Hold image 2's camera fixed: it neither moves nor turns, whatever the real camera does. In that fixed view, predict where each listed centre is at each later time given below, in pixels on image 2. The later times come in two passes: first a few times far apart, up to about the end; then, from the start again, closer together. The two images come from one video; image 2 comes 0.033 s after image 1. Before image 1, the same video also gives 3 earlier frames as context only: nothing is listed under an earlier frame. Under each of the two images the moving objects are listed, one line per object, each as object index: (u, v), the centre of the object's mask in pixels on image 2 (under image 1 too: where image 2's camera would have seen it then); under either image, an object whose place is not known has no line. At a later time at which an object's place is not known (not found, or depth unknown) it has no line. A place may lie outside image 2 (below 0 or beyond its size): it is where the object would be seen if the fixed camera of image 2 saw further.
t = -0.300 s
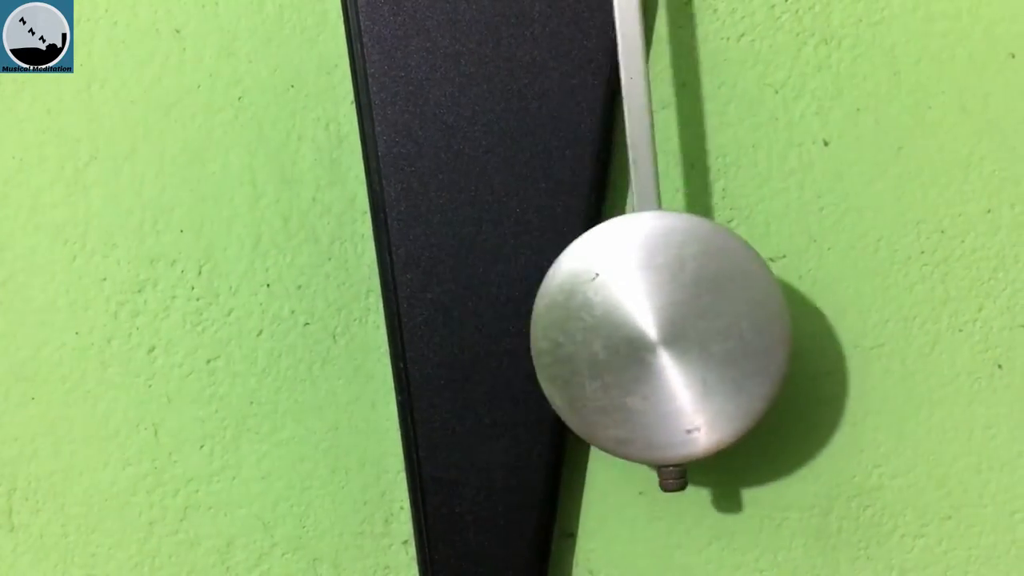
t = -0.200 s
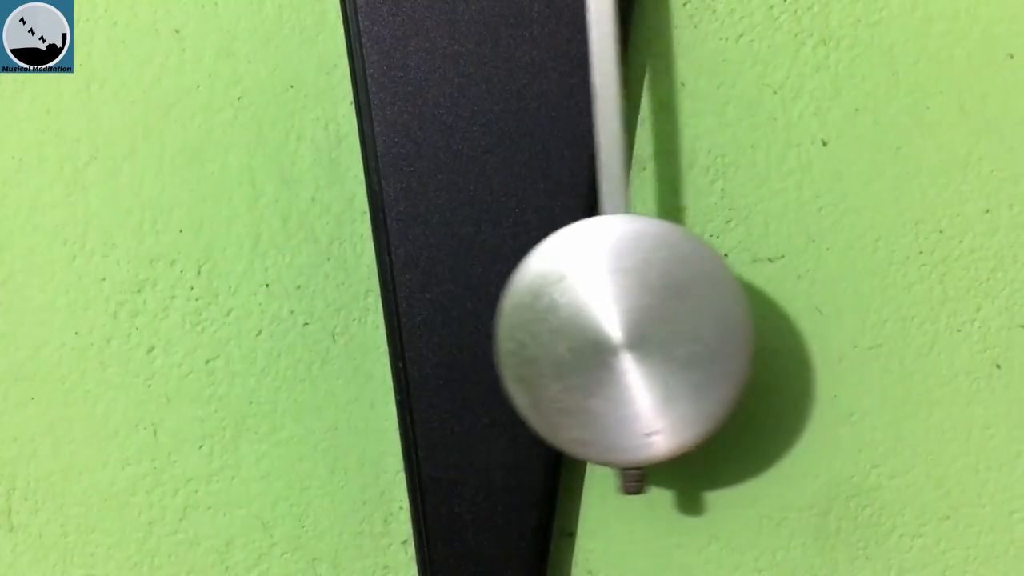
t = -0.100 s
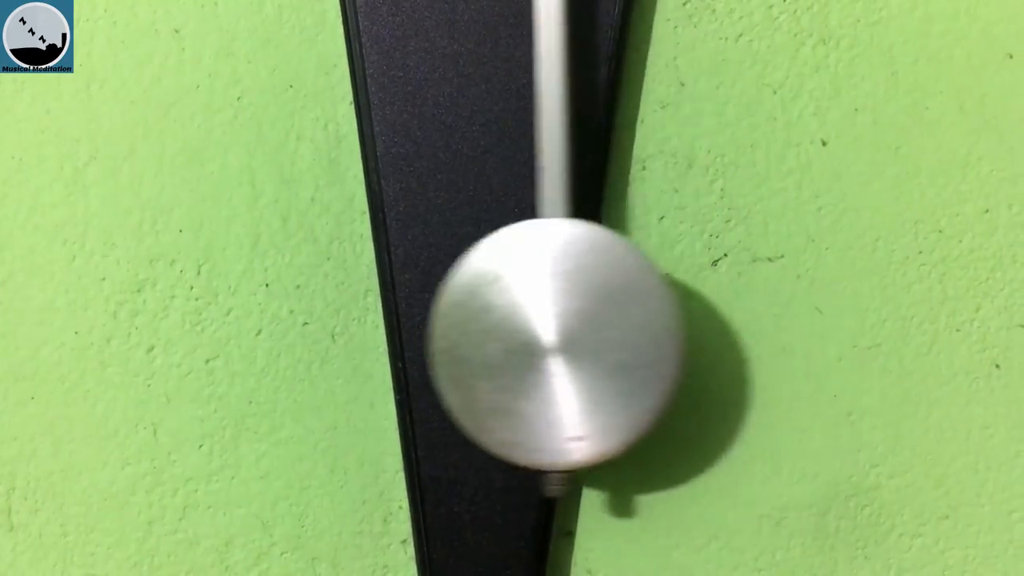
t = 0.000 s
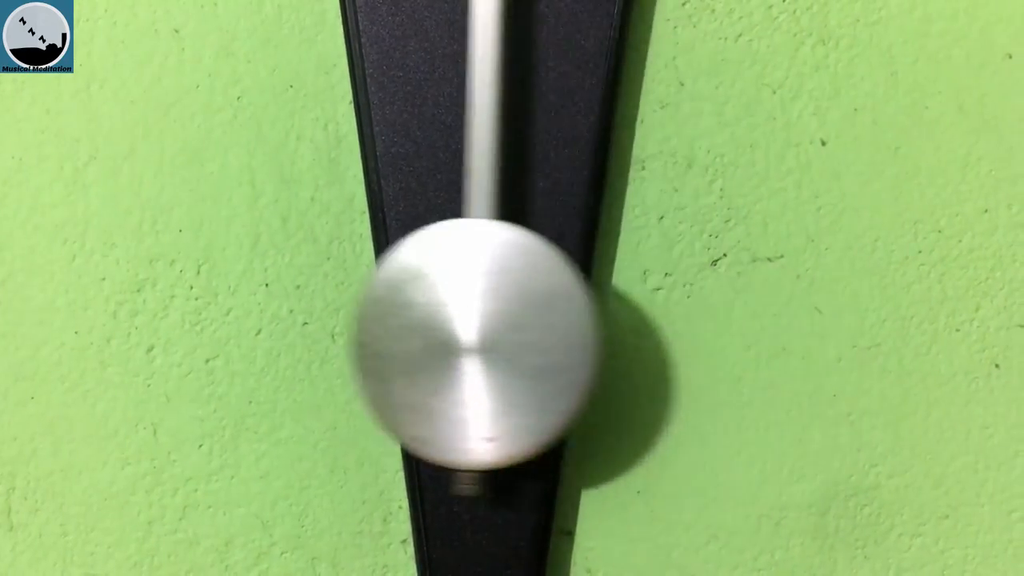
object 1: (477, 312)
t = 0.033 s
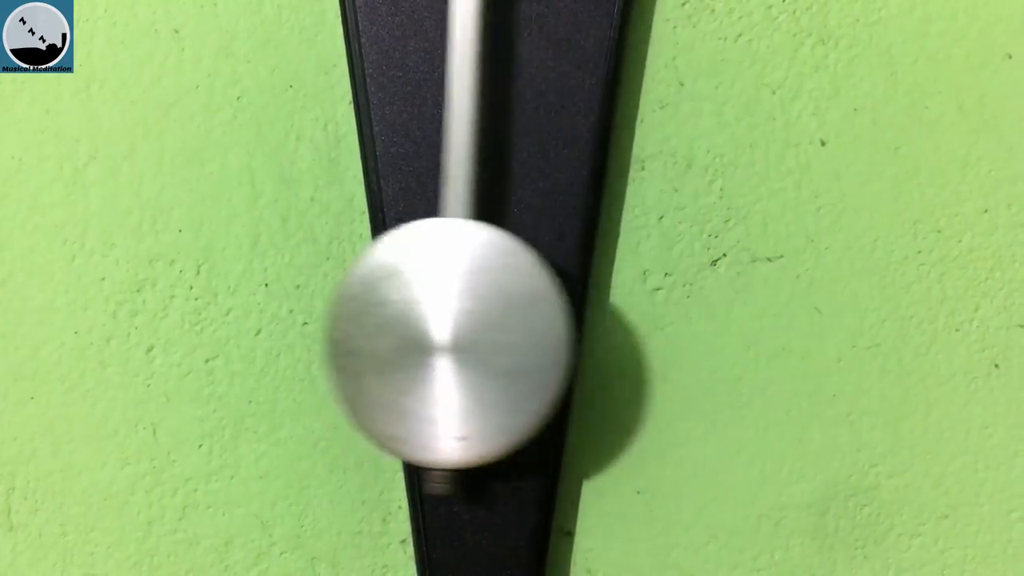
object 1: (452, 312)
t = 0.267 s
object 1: (352, 313)
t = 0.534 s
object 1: (485, 315)
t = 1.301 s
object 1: (389, 312)
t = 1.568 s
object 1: (386, 314)
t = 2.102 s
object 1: (639, 315)
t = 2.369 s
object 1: (463, 315)
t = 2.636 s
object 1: (361, 315)
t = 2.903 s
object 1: (507, 317)
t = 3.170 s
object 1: (649, 319)
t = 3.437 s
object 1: (539, 318)
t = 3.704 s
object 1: (369, 316)
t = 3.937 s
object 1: (406, 319)
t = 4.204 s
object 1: (596, 318)
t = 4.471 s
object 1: (624, 318)
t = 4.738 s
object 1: (445, 317)
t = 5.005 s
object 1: (367, 320)
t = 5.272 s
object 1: (525, 322)
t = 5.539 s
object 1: (646, 320)
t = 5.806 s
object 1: (520, 322)
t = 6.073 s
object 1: (367, 321)
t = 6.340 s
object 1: (445, 322)
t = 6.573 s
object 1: (605, 319)
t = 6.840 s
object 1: (612, 318)
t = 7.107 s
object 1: (440, 317)
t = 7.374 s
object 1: (376, 320)
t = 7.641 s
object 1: (531, 319)
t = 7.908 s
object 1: (634, 317)
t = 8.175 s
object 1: (511, 317)
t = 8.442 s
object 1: (376, 319)
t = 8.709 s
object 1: (463, 316)
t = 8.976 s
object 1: (617, 317)
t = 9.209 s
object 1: (596, 318)
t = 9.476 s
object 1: (428, 321)
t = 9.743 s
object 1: (386, 321)
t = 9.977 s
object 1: (520, 320)
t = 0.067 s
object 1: (428, 310)
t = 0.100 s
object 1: (406, 311)
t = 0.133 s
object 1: (387, 311)
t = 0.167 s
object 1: (372, 311)
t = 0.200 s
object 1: (361, 312)
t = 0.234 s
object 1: (354, 313)
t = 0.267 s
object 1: (352, 313)
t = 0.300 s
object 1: (355, 313)
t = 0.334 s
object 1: (363, 314)
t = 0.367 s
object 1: (375, 314)
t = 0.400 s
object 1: (392, 315)
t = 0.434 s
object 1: (412, 315)
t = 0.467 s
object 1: (435, 316)
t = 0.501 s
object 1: (460, 316)
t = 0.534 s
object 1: (485, 315)
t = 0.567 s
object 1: (511, 316)
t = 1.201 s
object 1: (458, 310)
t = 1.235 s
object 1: (433, 310)
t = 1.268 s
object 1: (410, 310)
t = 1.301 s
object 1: (389, 312)
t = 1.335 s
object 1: (372, 313)
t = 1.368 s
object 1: (359, 313)
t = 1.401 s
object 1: (352, 314)
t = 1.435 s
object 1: (348, 314)
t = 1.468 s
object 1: (351, 314)
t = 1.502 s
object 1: (358, 314)
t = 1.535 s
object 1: (370, 314)
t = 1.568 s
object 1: (386, 314)
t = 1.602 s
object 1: (406, 313)
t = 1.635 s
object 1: (428, 313)
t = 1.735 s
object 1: (505, 312)
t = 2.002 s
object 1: (651, 314)
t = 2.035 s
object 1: (651, 314)
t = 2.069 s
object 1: (647, 314)
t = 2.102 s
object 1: (639, 315)
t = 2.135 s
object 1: (625, 315)
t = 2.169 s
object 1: (608, 316)
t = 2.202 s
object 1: (587, 316)
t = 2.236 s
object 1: (564, 316)
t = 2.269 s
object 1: (539, 316)
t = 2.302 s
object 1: (513, 316)
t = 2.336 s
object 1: (489, 315)
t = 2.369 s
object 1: (463, 315)
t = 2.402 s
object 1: (439, 316)
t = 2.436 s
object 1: (417, 316)
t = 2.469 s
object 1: (396, 316)
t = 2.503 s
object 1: (381, 315)
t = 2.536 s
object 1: (369, 315)
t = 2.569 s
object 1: (362, 315)
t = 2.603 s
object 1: (359, 315)
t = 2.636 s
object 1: (361, 315)
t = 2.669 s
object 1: (368, 315)
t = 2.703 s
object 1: (379, 315)
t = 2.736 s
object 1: (394, 315)
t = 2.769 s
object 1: (413, 313)
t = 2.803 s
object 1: (435, 315)
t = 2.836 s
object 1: (457, 316)
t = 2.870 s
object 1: (482, 316)
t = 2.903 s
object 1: (507, 317)
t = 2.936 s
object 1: (532, 318)
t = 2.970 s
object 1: (557, 317)
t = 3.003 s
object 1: (580, 317)
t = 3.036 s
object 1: (601, 318)
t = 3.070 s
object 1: (619, 318)
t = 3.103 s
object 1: (633, 319)
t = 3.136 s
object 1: (644, 319)
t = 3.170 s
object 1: (649, 319)
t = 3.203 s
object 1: (650, 319)
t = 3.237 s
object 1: (646, 319)
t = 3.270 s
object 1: (637, 319)
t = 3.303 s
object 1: (623, 319)
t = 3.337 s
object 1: (605, 318)
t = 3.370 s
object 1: (586, 318)
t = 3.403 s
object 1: (563, 319)
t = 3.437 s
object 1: (539, 318)
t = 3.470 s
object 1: (514, 318)
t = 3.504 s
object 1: (489, 316)
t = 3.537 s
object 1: (464, 317)
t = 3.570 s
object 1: (440, 316)
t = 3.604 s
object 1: (418, 315)
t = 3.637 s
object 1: (399, 315)
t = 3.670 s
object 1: (381, 317)
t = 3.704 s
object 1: (369, 316)
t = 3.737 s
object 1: (360, 317)
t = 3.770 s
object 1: (356, 317)
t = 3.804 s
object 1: (357, 317)
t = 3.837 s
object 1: (362, 317)
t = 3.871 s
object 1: (373, 318)
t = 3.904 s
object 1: (387, 318)
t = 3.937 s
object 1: (406, 319)
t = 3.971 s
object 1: (427, 319)
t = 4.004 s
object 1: (451, 319)
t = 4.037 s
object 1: (475, 320)
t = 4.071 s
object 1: (501, 320)
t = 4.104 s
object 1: (526, 320)
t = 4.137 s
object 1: (551, 318)
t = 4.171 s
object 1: (575, 318)
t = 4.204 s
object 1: (596, 318)
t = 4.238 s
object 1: (615, 317)
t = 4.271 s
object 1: (630, 317)
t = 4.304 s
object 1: (641, 317)
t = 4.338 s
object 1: (647, 317)
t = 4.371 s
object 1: (648, 317)
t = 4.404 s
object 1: (644, 317)
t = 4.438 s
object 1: (637, 317)
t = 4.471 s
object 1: (624, 318)
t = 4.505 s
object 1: (608, 317)
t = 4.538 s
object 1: (588, 317)
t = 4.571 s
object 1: (567, 318)
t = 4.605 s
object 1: (543, 318)
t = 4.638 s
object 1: (517, 318)
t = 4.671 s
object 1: (493, 318)
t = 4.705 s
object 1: (468, 318)
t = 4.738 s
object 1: (445, 317)
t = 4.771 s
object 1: (423, 315)
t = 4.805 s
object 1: (403, 317)
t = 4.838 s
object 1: (387, 317)
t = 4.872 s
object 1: (374, 318)
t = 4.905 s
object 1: (365, 319)
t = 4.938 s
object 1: (361, 320)
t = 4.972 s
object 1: (362, 320)
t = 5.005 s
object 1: (367, 320)
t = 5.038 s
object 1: (377, 320)
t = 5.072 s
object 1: (392, 319)
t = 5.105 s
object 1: (409, 320)
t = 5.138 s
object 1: (429, 321)
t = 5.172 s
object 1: (452, 320)
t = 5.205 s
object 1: (476, 321)
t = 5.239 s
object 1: (501, 320)
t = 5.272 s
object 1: (525, 322)
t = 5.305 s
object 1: (549, 321)
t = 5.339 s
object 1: (572, 321)
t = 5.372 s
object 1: (593, 321)
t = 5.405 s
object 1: (612, 320)
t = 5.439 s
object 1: (626, 320)
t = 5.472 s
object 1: (638, 321)
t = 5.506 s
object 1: (644, 320)
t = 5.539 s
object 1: (646, 320)
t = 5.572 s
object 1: (643, 321)
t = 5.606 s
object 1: (635, 321)
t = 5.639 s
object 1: (624, 321)
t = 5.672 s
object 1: (608, 321)
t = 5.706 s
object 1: (589, 322)
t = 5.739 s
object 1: (567, 322)
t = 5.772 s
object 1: (544, 321)
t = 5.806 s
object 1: (520, 322)
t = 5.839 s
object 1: (496, 322)
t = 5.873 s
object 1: (472, 322)
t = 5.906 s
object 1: (449, 320)
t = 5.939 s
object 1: (427, 319)
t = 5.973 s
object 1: (407, 320)
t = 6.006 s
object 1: (390, 320)
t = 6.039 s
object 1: (377, 320)
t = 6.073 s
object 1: (367, 321)
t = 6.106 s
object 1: (362, 322)
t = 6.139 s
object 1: (361, 322)
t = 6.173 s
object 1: (366, 321)
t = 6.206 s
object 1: (374, 321)
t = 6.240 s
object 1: (387, 321)
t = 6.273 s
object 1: (404, 321)
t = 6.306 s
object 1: (423, 322)
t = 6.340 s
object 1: (445, 322)
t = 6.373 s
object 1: (468, 323)
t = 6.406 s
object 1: (493, 321)
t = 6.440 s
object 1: (517, 322)
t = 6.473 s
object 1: (542, 319)
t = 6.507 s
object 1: (565, 320)
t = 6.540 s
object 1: (587, 320)
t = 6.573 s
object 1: (605, 319)
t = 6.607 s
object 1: (621, 319)
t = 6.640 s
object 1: (633, 319)
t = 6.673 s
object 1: (641, 318)
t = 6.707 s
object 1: (644, 318)
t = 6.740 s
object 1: (642, 318)
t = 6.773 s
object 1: (637, 318)
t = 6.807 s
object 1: (626, 318)
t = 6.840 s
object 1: (612, 318)
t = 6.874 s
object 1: (595, 318)
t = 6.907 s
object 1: (576, 318)
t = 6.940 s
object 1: (554, 318)
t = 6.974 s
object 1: (531, 319)
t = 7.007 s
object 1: (508, 318)
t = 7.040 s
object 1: (485, 318)
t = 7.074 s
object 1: (462, 318)
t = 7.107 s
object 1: (440, 317)
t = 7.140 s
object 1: (419, 316)
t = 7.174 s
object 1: (402, 316)
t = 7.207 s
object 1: (388, 314)
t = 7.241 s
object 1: (376, 318)
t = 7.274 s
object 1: (369, 319)
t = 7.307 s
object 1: (367, 319)
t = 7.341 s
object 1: (369, 319)
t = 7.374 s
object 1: (376, 320)
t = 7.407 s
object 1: (387, 320)
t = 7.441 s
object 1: (402, 319)
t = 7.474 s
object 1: (419, 319)
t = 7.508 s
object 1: (439, 320)
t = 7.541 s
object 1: (461, 320)
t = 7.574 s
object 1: (484, 320)
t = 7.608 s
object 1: (507, 318)
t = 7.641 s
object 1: (531, 319)
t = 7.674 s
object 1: (553, 318)
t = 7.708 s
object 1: (574, 318)
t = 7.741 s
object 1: (593, 318)
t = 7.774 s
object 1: (608, 318)
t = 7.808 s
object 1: (621, 317)
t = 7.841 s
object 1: (630, 317)
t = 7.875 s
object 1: (634, 317)
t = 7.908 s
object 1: (634, 317)
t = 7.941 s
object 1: (630, 317)
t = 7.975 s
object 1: (622, 316)
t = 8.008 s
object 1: (609, 317)
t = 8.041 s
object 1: (594, 317)
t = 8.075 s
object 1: (576, 317)
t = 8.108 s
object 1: (555, 316)
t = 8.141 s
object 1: (534, 317)
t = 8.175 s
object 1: (511, 317)
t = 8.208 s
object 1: (489, 317)
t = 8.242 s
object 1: (467, 317)
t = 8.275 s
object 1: (445, 316)
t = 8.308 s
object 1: (426, 317)
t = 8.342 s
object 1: (407, 318)
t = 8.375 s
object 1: (393, 318)
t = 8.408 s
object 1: (383, 318)
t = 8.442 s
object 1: (376, 319)
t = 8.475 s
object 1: (373, 320)
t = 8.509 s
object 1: (375, 320)
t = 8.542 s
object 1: (381, 320)
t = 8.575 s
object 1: (392, 319)
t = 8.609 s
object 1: (406, 319)
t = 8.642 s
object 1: (423, 319)
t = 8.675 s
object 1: (442, 318)
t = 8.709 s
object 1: (463, 316)
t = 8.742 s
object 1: (485, 316)
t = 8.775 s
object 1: (507, 316)
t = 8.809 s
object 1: (529, 317)
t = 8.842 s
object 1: (550, 316)
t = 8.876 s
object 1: (571, 317)
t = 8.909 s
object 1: (589, 317)
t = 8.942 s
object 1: (605, 317)
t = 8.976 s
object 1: (617, 317)
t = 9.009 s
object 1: (626, 317)
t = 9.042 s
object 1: (631, 318)
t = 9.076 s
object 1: (632, 318)
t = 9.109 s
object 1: (629, 318)
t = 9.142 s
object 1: (622, 318)
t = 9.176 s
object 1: (611, 319)
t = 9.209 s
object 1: (596, 318)
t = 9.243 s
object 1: (579, 318)
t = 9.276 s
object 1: (559, 319)
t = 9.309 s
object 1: (537, 320)
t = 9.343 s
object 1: (515, 319)
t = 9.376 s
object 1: (493, 320)
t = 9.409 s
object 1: (470, 320)
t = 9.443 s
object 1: (449, 321)
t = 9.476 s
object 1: (428, 321)
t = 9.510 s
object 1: (410, 321)
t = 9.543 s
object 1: (394, 321)
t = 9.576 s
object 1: (383, 321)
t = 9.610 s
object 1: (375, 321)
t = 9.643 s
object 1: (371, 321)
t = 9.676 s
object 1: (372, 321)
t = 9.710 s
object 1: (377, 321)
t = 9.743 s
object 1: (386, 321)
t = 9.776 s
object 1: (399, 321)
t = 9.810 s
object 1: (415, 321)
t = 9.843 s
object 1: (433, 321)
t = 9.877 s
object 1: (454, 320)
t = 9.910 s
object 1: (476, 321)
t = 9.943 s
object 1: (498, 320)
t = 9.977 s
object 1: (520, 320)
